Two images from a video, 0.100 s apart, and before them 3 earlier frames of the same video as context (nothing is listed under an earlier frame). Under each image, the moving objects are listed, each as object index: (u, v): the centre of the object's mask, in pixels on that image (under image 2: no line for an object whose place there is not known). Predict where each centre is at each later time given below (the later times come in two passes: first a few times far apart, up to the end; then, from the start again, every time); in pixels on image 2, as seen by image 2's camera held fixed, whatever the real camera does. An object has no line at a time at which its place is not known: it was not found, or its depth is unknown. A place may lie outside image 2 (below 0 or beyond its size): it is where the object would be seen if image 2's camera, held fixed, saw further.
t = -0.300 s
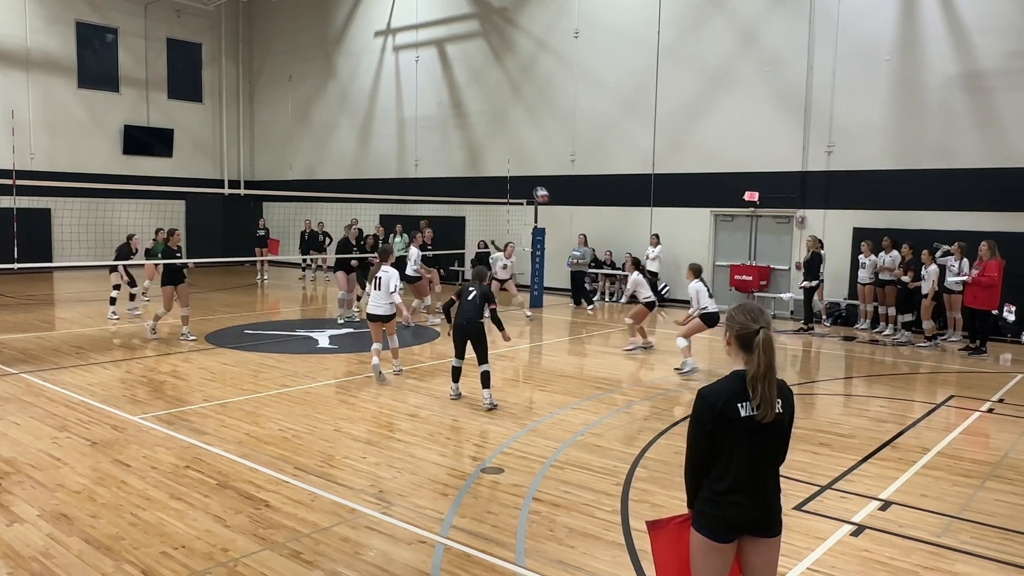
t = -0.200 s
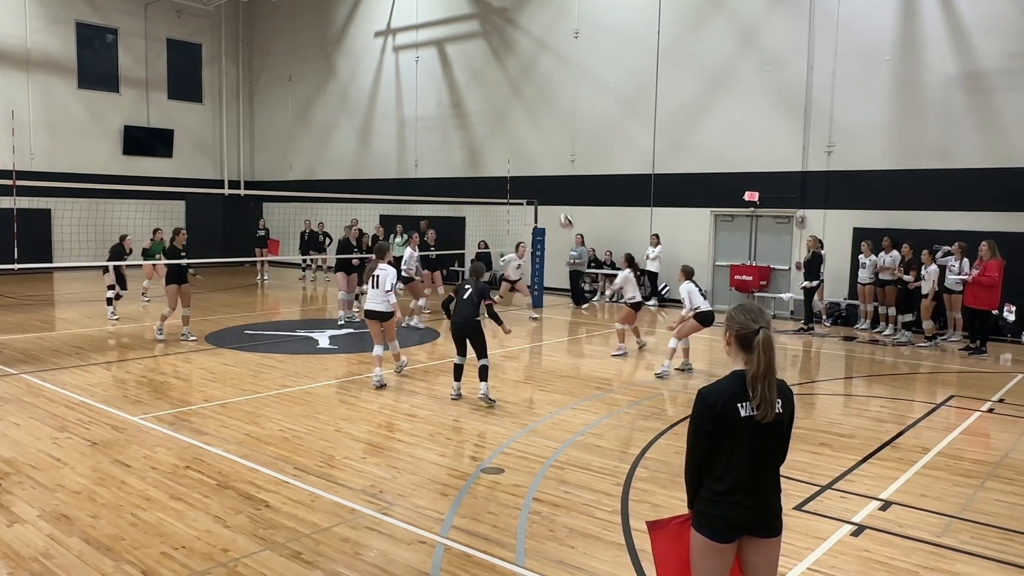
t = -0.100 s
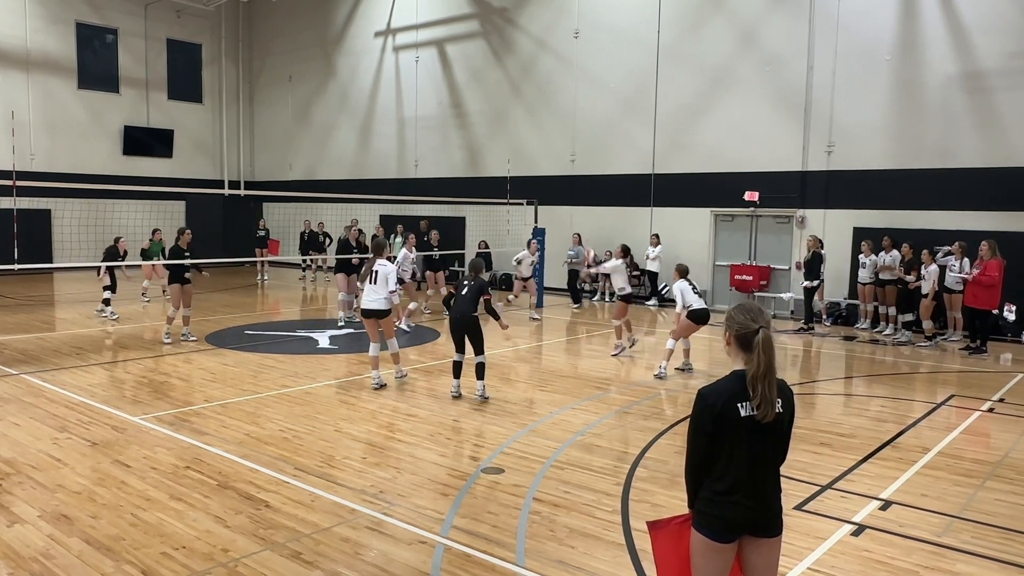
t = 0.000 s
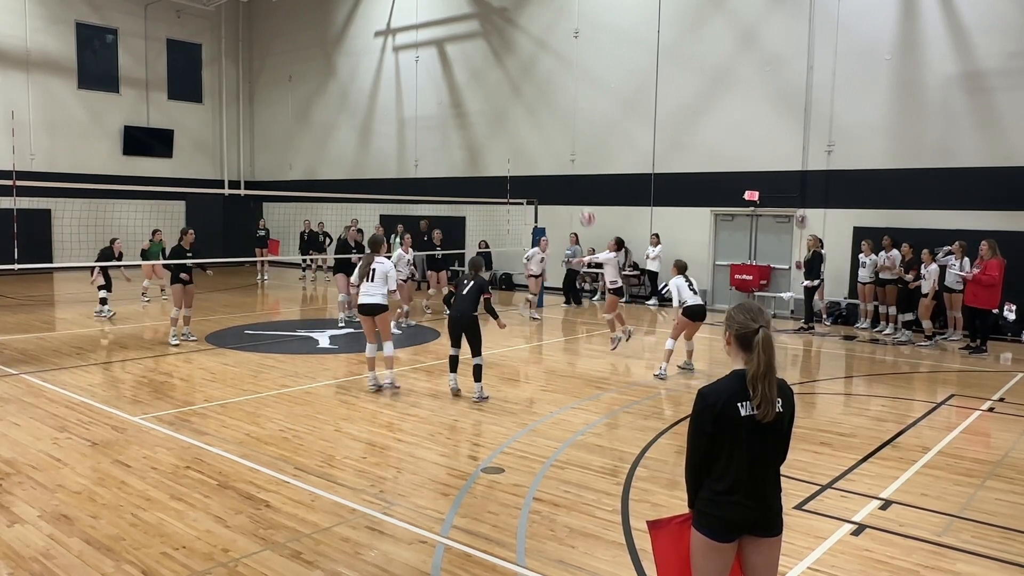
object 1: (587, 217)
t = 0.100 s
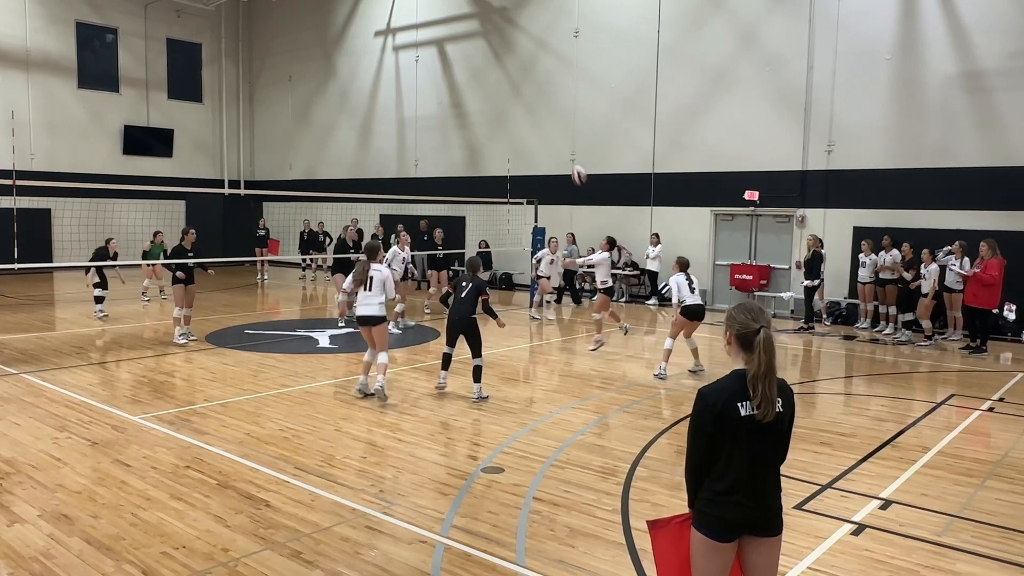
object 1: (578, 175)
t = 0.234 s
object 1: (567, 127)
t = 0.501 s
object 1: (545, 68)
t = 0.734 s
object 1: (523, 59)
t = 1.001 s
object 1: (495, 106)
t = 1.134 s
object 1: (480, 153)
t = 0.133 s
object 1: (576, 161)
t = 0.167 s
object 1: (573, 150)
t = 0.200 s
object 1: (570, 137)
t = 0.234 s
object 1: (567, 127)
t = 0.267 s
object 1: (565, 117)
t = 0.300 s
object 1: (562, 108)
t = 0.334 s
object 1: (560, 100)
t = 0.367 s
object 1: (557, 91)
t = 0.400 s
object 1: (552, 81)
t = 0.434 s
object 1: (551, 78)
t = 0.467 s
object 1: (548, 72)
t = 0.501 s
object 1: (545, 68)
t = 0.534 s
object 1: (542, 64)
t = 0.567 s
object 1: (539, 61)
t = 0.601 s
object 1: (535, 55)
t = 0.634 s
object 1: (530, 52)
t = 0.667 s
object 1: (527, 53)
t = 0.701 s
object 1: (526, 57)
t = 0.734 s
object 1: (523, 59)
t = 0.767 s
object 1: (519, 61)
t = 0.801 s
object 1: (513, 62)
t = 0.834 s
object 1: (513, 69)
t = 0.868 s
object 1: (510, 74)
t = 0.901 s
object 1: (506, 81)
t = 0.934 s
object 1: (502, 88)
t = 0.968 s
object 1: (499, 96)
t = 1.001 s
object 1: (495, 106)
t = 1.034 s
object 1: (491, 116)
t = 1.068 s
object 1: (487, 128)
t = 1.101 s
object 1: (484, 139)
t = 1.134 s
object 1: (480, 153)
